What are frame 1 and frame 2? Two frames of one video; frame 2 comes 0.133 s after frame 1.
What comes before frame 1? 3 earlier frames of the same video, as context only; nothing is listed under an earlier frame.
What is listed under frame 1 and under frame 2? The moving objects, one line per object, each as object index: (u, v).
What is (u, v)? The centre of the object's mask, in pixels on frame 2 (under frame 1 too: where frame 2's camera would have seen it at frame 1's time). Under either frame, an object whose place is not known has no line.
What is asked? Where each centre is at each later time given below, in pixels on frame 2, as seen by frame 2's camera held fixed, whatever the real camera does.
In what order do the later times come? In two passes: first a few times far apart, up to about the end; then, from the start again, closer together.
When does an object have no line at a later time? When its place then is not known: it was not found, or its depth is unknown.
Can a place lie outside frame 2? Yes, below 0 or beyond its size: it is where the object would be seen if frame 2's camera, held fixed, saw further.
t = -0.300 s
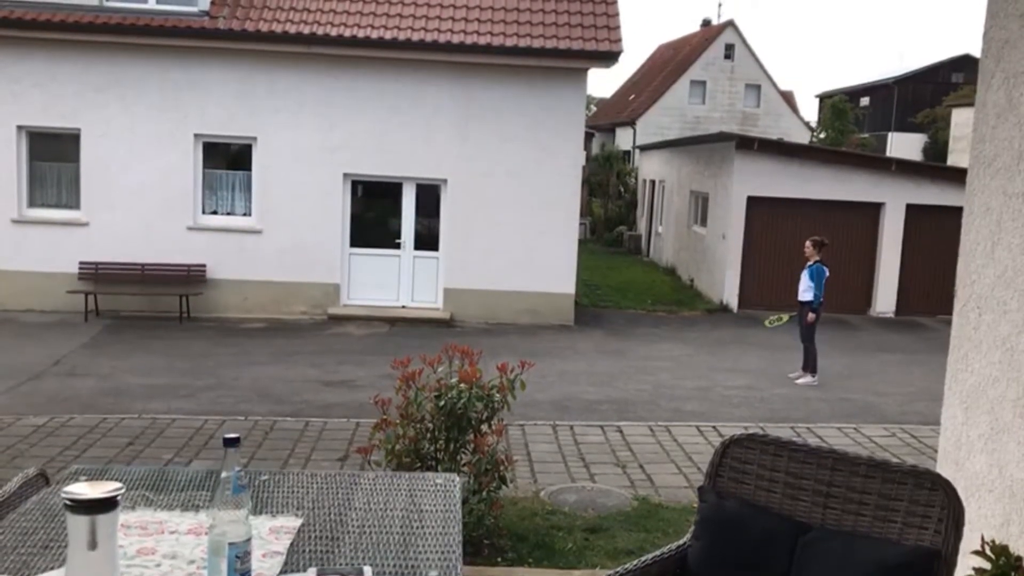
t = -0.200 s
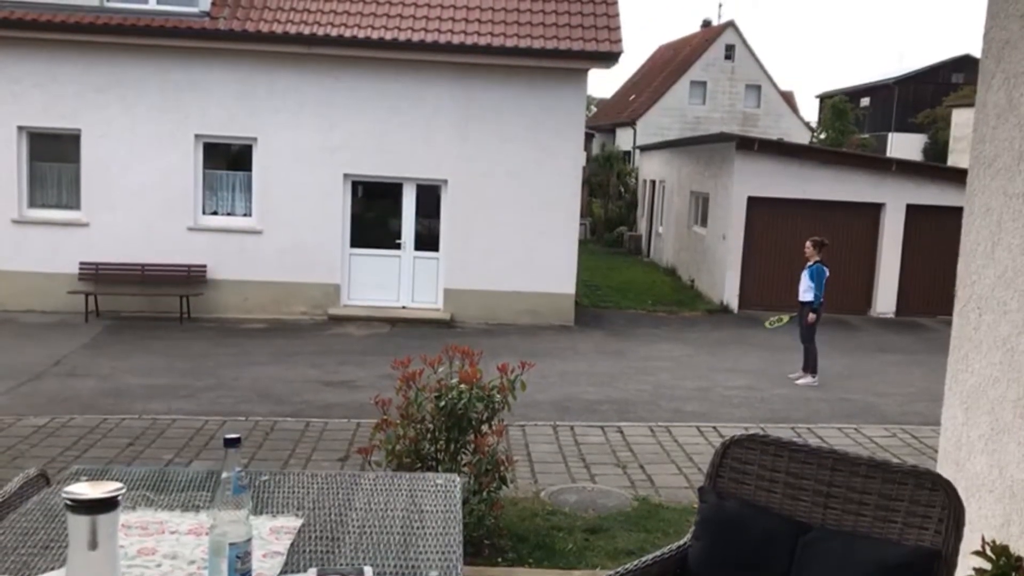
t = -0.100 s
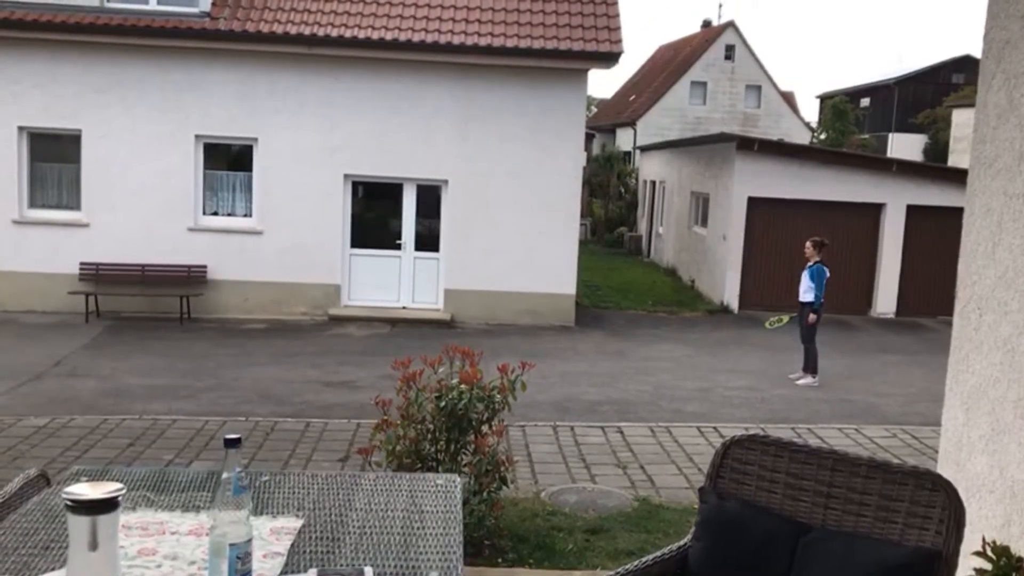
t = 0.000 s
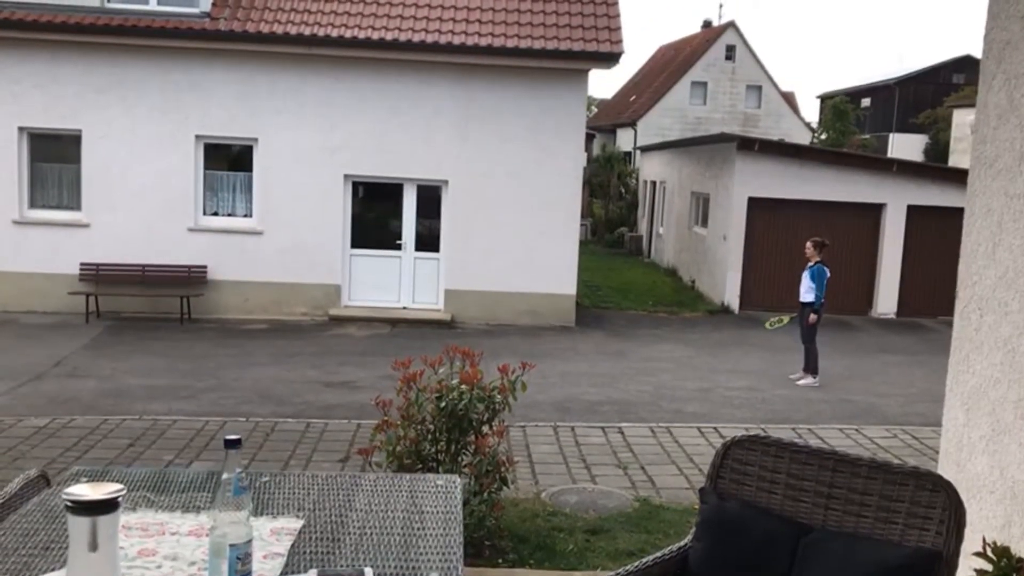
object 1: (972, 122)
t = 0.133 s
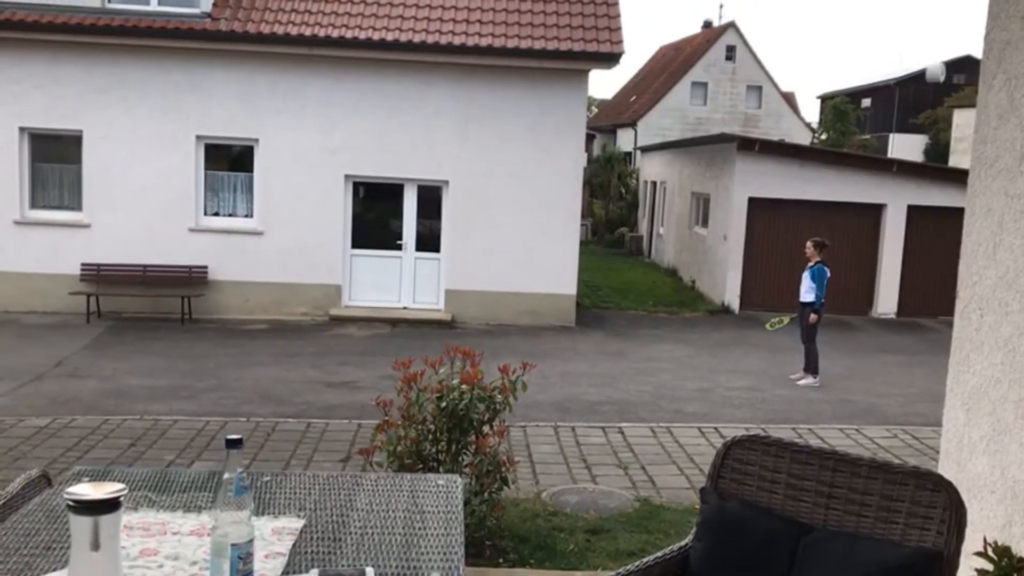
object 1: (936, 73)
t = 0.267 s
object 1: (900, 56)
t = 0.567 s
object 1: (833, 99)
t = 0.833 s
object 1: (786, 197)
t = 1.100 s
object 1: (746, 328)
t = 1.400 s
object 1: (716, 358)
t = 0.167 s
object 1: (926, 67)
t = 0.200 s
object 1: (917, 61)
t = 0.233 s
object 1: (908, 58)
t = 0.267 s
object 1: (900, 56)
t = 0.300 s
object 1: (891, 56)
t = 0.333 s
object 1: (884, 57)
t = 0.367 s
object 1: (876, 60)
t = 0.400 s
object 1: (868, 64)
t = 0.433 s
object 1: (860, 68)
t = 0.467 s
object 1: (853, 75)
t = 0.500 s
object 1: (847, 82)
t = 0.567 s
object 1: (833, 99)
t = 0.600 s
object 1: (827, 108)
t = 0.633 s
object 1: (821, 119)
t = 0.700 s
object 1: (809, 143)
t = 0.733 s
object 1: (802, 156)
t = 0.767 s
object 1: (797, 169)
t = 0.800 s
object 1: (791, 182)
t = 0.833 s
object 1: (786, 197)
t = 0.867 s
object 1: (780, 212)
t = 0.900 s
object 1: (775, 228)
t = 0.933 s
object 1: (769, 243)
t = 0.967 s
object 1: (765, 259)
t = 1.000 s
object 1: (760, 276)
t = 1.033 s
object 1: (755, 293)
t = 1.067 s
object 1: (751, 310)
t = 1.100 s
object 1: (746, 328)
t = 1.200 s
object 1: (732, 380)
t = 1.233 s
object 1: (729, 375)
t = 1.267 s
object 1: (727, 369)
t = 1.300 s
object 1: (724, 365)
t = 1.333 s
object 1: (722, 361)
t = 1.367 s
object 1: (719, 359)
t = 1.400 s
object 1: (716, 358)
